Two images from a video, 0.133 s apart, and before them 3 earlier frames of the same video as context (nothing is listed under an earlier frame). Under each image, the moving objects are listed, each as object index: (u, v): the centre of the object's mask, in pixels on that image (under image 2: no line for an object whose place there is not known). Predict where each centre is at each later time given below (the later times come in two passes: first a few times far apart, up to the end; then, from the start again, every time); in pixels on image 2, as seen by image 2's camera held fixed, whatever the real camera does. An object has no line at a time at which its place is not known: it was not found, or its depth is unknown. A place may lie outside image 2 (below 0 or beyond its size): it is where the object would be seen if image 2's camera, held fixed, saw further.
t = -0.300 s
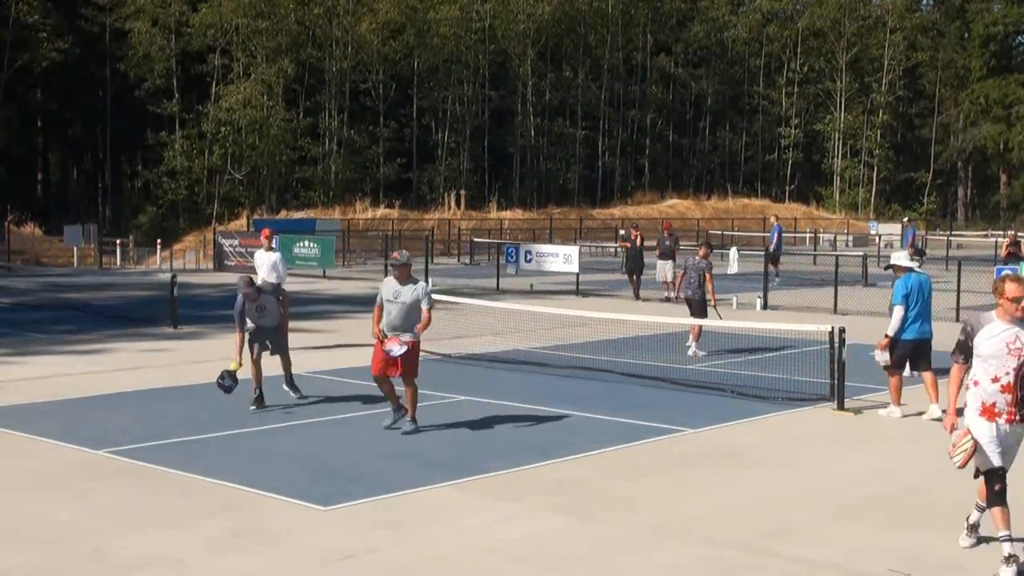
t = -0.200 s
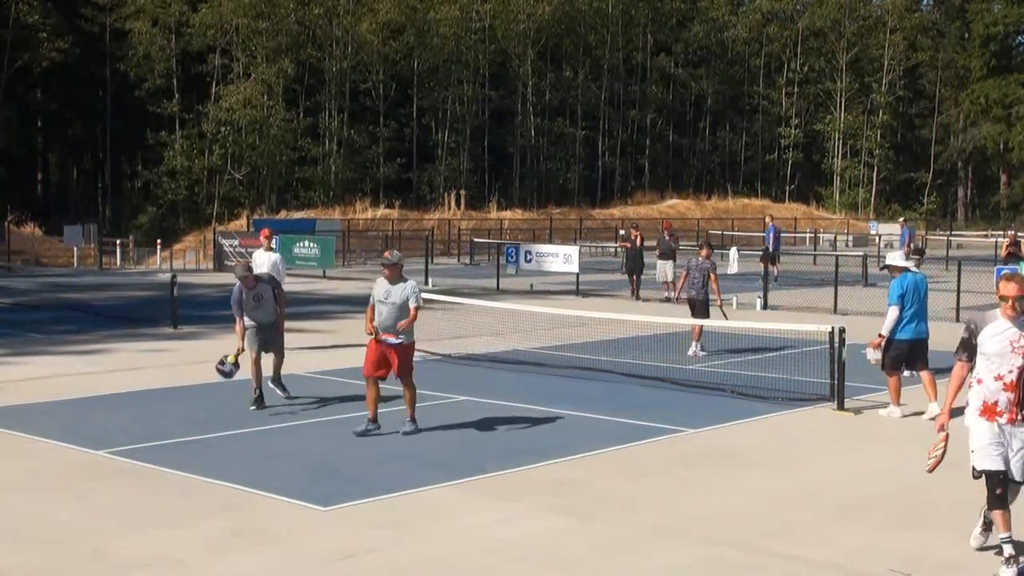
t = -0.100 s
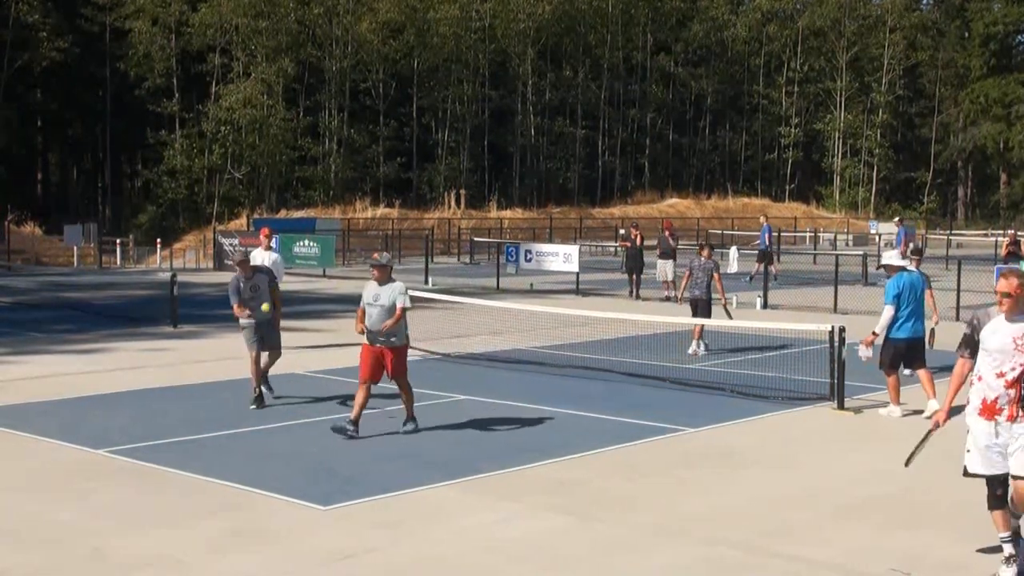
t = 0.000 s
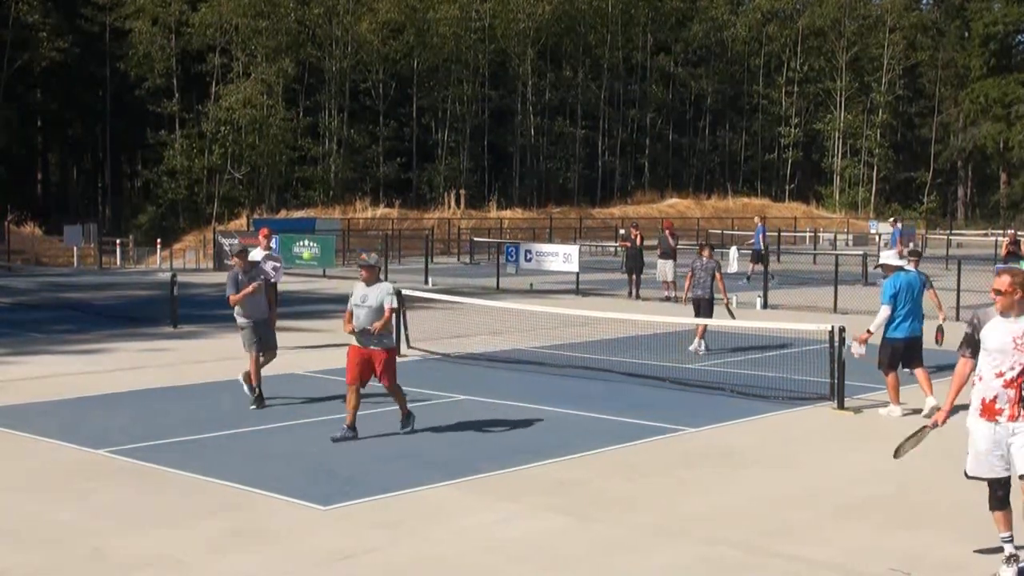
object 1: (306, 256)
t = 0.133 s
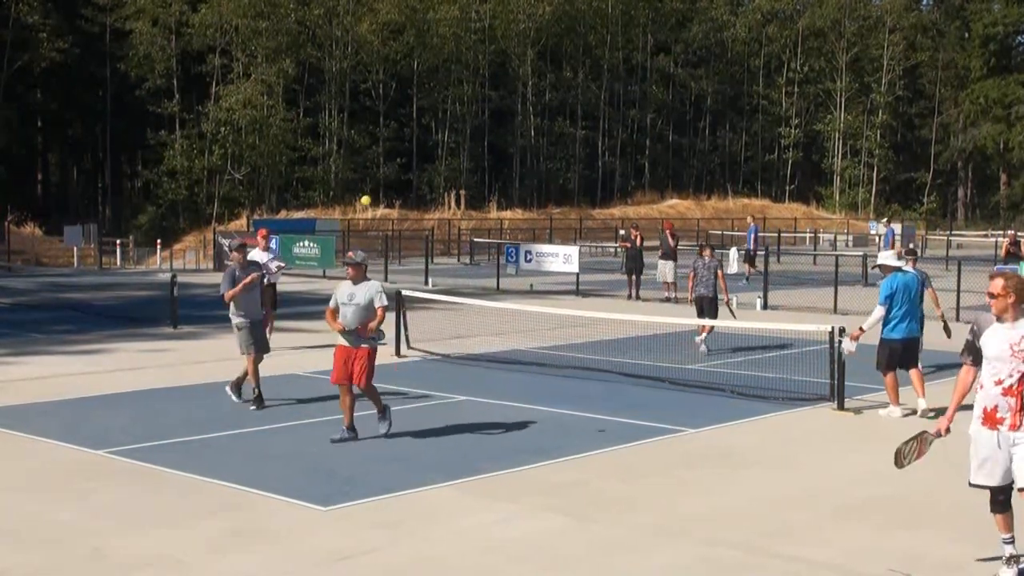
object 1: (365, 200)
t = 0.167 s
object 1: (380, 189)
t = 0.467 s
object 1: (527, 144)
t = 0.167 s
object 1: (380, 189)
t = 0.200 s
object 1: (396, 178)
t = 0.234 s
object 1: (411, 169)
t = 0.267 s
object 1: (427, 162)
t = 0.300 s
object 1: (443, 156)
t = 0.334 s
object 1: (459, 150)
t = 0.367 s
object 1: (475, 146)
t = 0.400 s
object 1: (492, 144)
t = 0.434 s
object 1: (510, 144)
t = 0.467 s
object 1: (527, 144)
